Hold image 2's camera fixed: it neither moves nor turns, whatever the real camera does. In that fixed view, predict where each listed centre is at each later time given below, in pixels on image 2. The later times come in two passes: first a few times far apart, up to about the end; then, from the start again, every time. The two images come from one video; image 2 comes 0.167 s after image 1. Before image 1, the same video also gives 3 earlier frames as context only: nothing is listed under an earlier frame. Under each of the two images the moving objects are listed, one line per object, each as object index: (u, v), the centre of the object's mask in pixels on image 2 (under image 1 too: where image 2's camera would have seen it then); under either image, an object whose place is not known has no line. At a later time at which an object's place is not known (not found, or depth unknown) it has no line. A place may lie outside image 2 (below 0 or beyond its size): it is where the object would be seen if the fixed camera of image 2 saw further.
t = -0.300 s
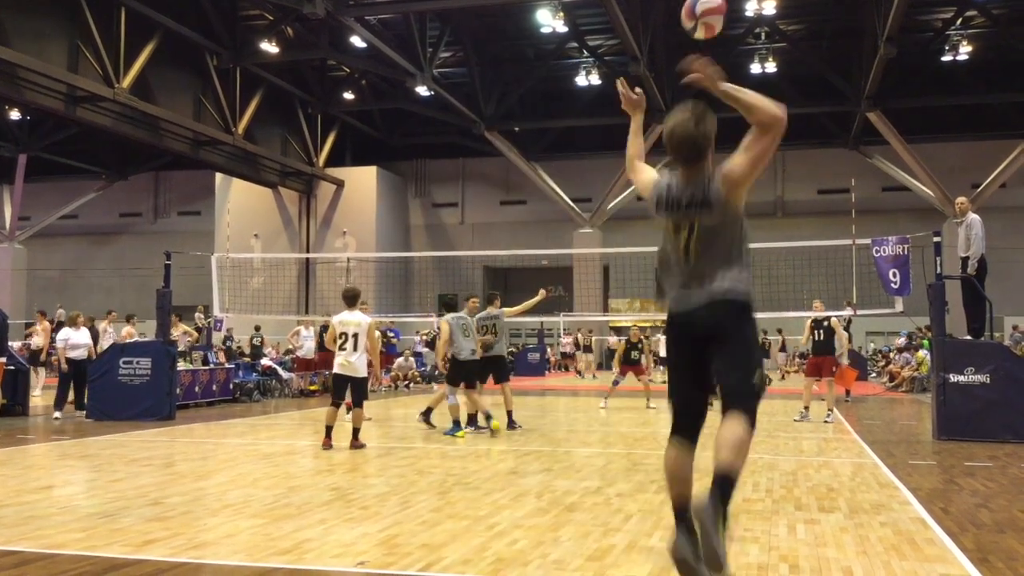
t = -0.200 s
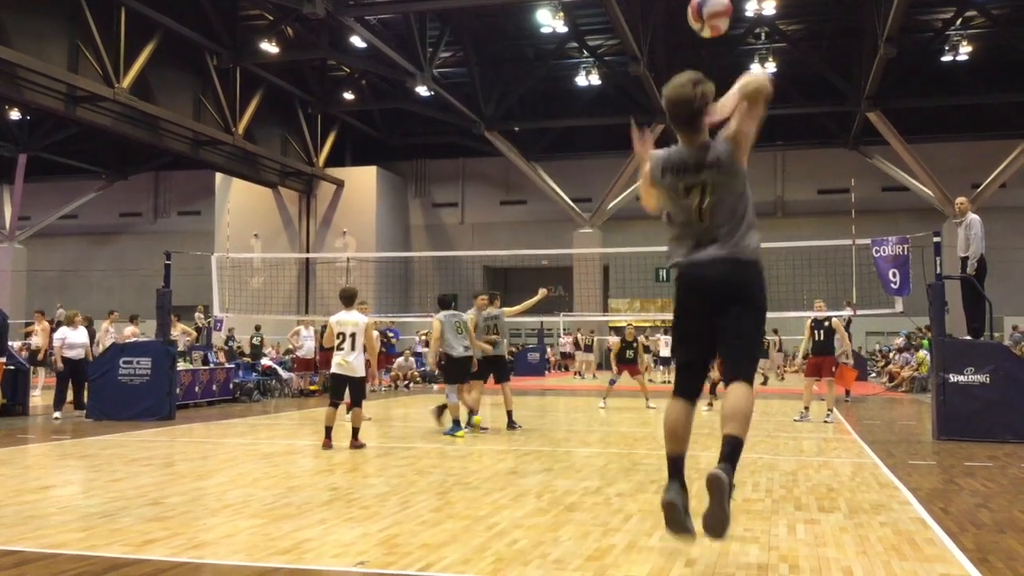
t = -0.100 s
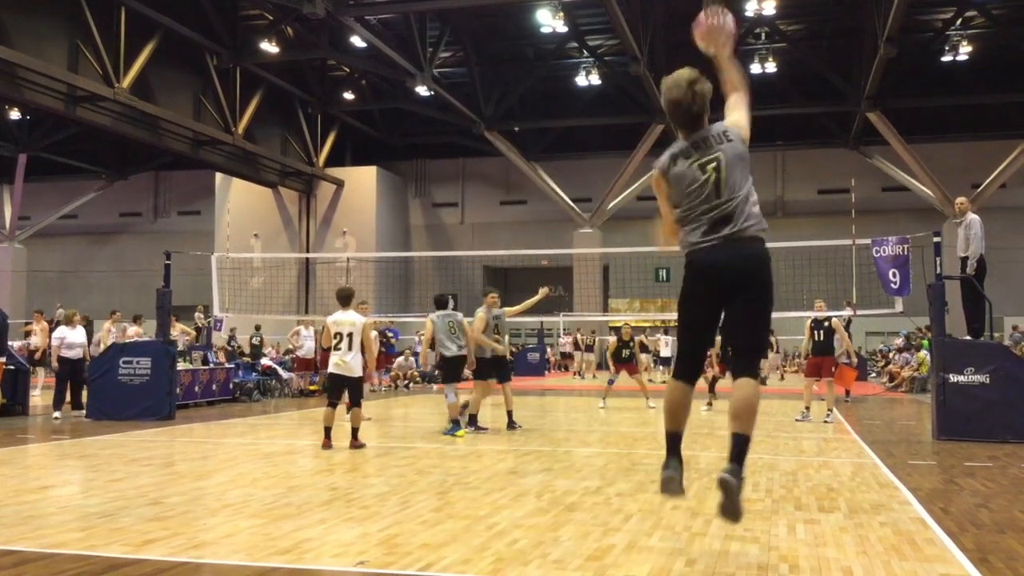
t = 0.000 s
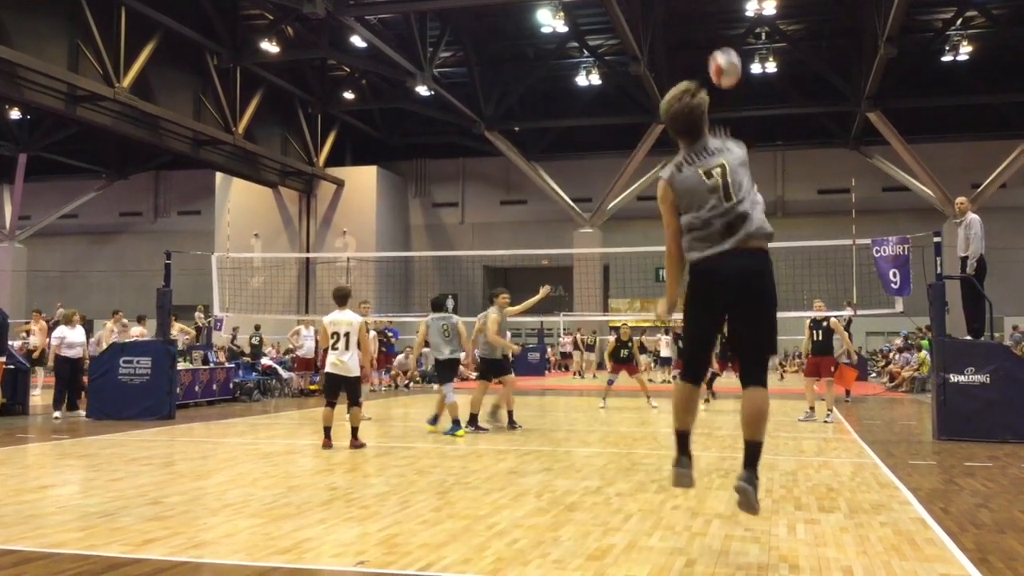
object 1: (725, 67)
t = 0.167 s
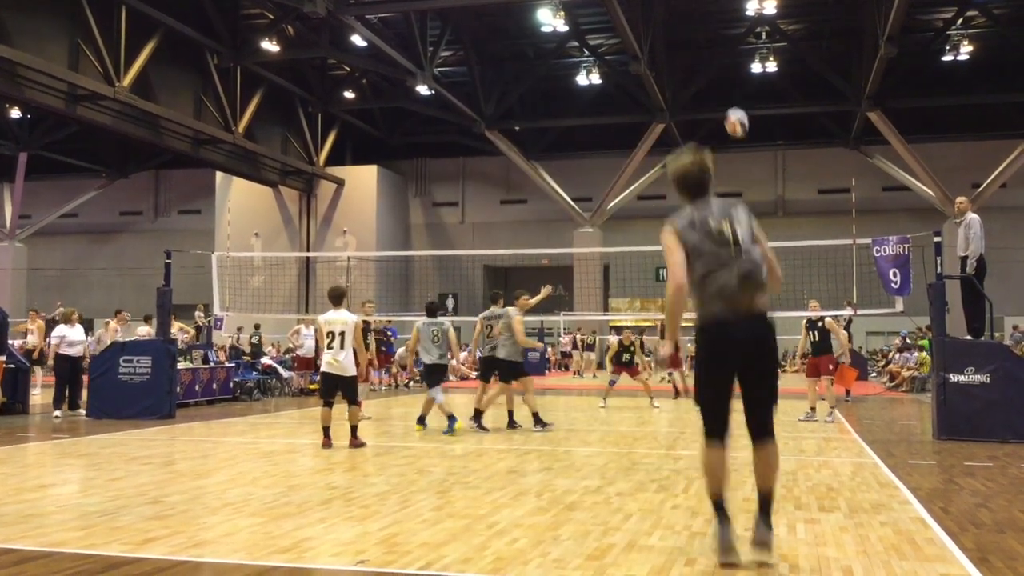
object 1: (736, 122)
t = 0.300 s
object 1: (745, 163)
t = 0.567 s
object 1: (761, 245)
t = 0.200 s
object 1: (738, 133)
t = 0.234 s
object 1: (740, 142)
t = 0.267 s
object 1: (743, 152)
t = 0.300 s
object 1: (745, 163)
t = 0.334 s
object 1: (746, 172)
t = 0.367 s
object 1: (748, 181)
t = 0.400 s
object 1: (751, 192)
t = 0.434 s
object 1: (753, 202)
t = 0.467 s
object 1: (755, 212)
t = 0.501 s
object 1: (757, 223)
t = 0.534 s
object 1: (758, 233)
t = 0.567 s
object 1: (761, 245)
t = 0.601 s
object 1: (762, 256)
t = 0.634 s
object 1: (763, 265)
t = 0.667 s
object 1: (766, 276)
